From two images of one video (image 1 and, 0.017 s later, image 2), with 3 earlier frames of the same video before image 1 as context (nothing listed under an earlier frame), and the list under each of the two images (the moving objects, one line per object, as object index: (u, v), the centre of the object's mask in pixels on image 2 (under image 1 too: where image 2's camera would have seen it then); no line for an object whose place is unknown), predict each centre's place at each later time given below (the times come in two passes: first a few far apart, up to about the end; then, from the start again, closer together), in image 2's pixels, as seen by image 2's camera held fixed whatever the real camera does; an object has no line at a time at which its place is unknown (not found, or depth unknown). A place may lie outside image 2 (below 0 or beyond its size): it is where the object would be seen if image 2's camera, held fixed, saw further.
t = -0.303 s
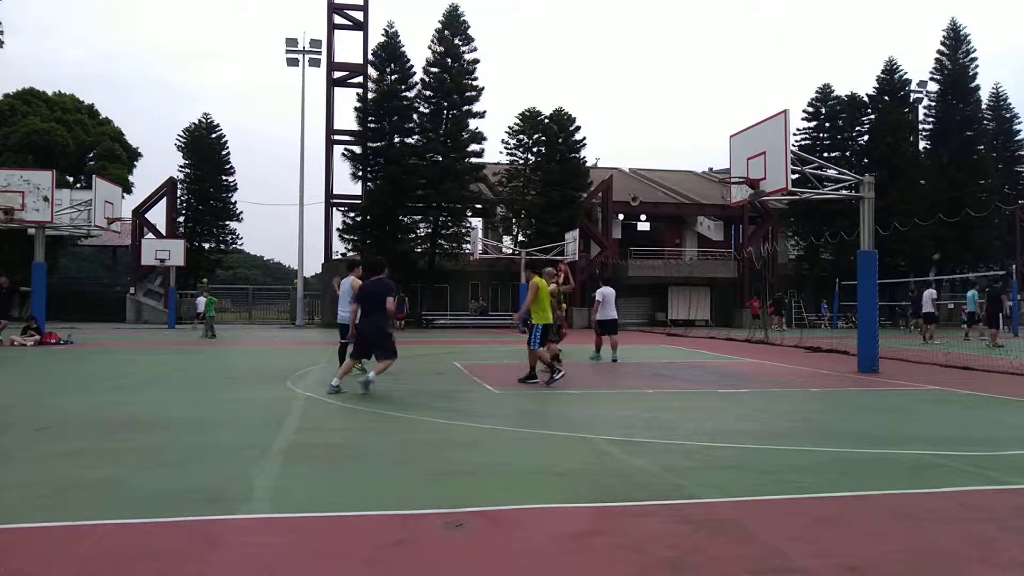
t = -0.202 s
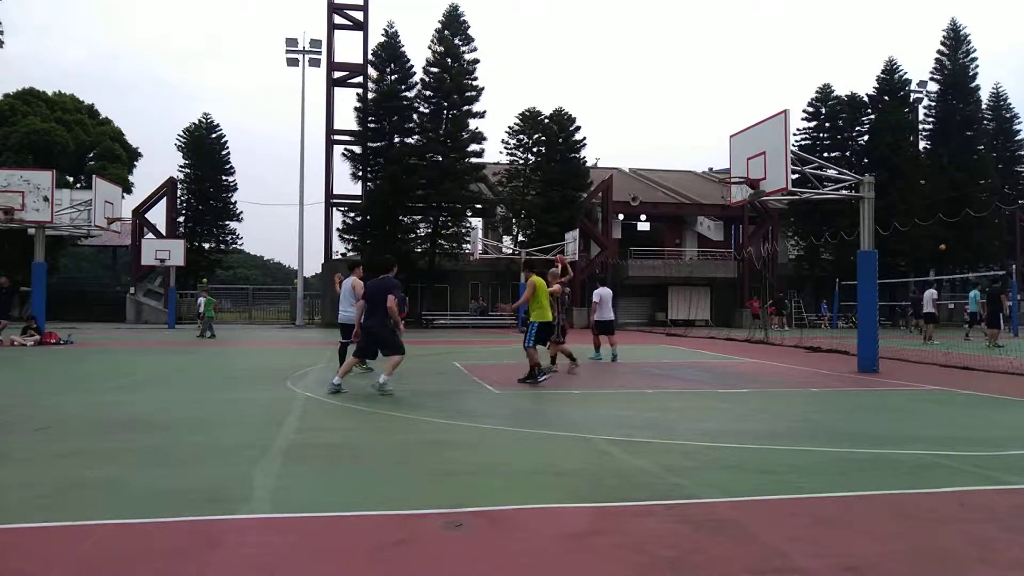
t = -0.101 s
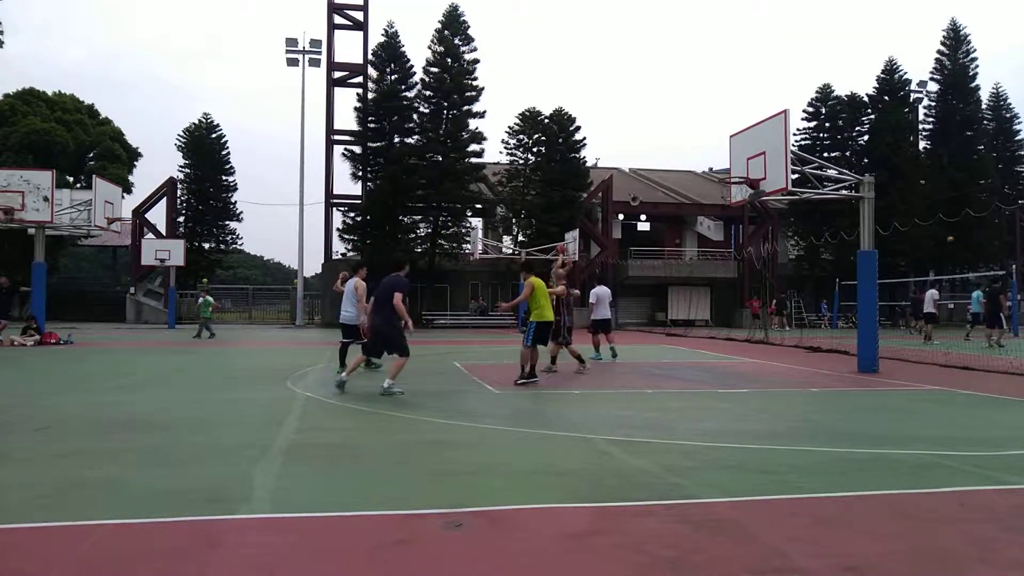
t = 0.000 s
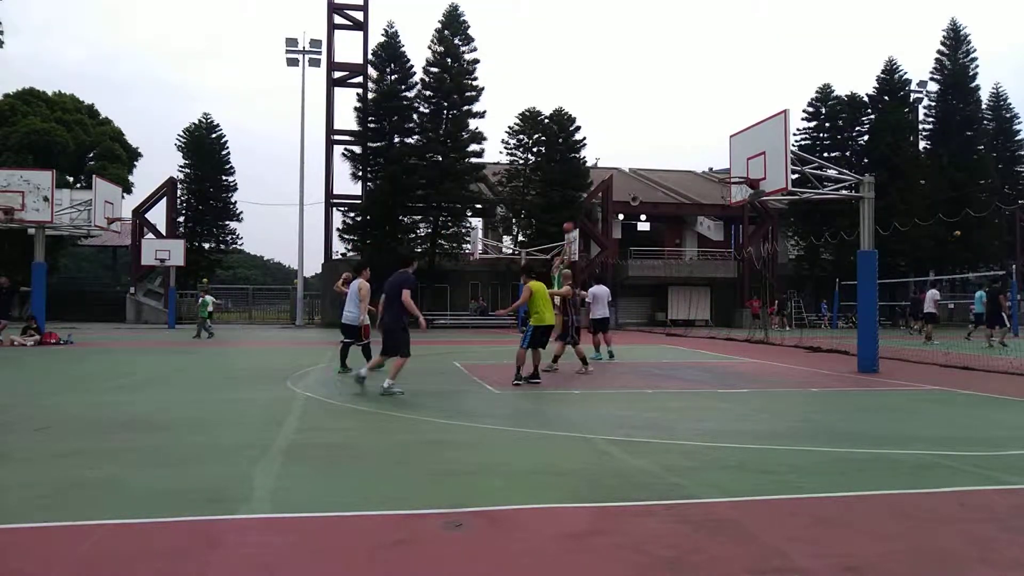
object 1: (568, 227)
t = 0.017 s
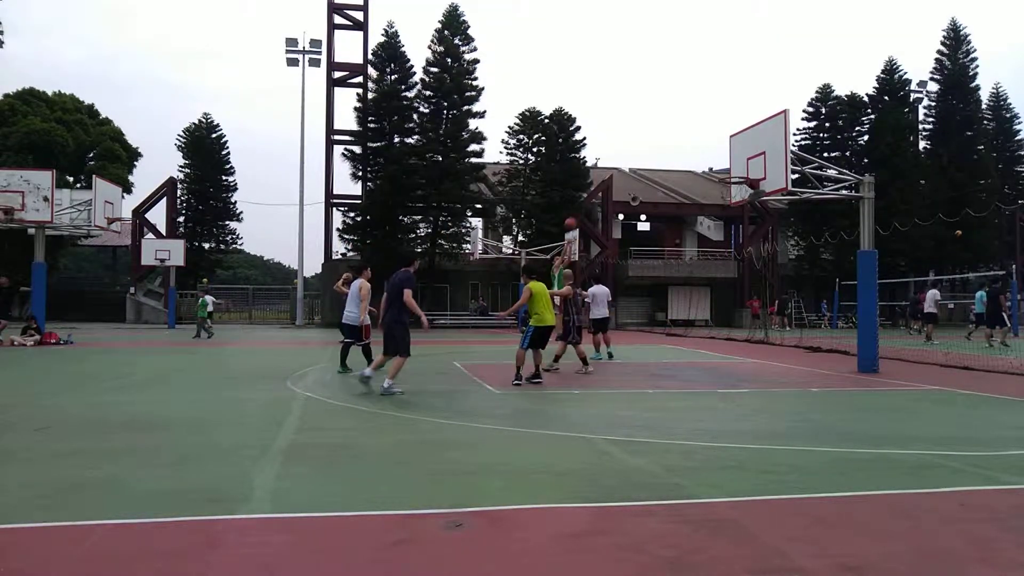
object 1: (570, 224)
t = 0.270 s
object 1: (605, 170)
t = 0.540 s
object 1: (649, 141)
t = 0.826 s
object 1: (702, 152)
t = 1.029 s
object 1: (738, 190)
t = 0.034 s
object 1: (573, 218)
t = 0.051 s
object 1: (575, 214)
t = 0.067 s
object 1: (578, 211)
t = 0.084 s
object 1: (579, 207)
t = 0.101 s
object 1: (581, 202)
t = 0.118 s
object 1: (583, 199)
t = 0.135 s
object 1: (585, 195)
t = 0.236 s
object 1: (600, 177)
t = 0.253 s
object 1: (603, 173)
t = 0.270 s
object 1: (605, 170)
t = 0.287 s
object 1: (608, 167)
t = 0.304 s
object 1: (611, 164)
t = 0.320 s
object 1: (614, 162)
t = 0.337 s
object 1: (616, 160)
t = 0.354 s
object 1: (618, 158)
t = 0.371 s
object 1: (621, 155)
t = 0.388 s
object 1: (624, 154)
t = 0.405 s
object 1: (626, 152)
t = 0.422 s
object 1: (629, 150)
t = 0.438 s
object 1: (632, 148)
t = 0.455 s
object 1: (635, 147)
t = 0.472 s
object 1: (637, 145)
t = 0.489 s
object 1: (640, 144)
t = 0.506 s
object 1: (643, 143)
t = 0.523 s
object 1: (646, 142)
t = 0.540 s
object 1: (649, 141)
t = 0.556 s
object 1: (652, 141)
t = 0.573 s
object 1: (654, 140)
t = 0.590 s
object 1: (657, 140)
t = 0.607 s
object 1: (661, 140)
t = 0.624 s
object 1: (663, 140)
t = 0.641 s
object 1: (666, 140)
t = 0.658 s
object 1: (669, 140)
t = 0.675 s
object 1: (673, 140)
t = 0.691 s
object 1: (676, 141)
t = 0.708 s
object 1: (679, 142)
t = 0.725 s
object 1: (682, 143)
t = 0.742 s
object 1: (685, 144)
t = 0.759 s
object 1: (689, 145)
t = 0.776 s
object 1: (692, 146)
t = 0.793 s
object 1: (695, 148)
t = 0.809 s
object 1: (698, 150)
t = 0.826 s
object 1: (702, 152)
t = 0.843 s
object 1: (705, 154)
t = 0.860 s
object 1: (708, 156)
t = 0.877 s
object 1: (712, 159)
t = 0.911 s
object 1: (719, 164)
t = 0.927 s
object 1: (723, 166)
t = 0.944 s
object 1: (727, 170)
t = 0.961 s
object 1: (730, 176)
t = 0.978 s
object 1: (736, 177)
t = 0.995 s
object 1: (736, 183)
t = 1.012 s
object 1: (737, 186)
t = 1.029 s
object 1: (738, 190)
